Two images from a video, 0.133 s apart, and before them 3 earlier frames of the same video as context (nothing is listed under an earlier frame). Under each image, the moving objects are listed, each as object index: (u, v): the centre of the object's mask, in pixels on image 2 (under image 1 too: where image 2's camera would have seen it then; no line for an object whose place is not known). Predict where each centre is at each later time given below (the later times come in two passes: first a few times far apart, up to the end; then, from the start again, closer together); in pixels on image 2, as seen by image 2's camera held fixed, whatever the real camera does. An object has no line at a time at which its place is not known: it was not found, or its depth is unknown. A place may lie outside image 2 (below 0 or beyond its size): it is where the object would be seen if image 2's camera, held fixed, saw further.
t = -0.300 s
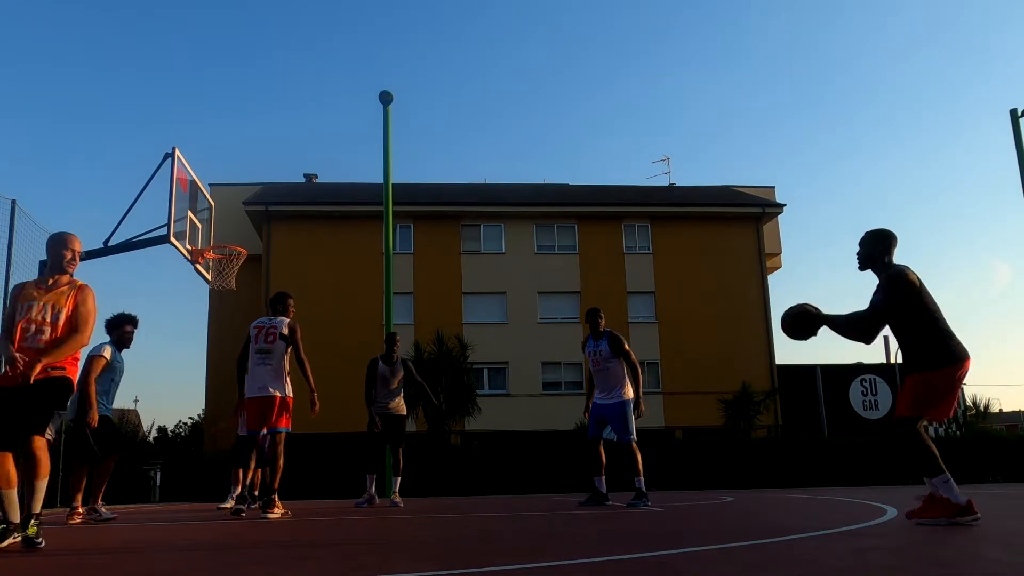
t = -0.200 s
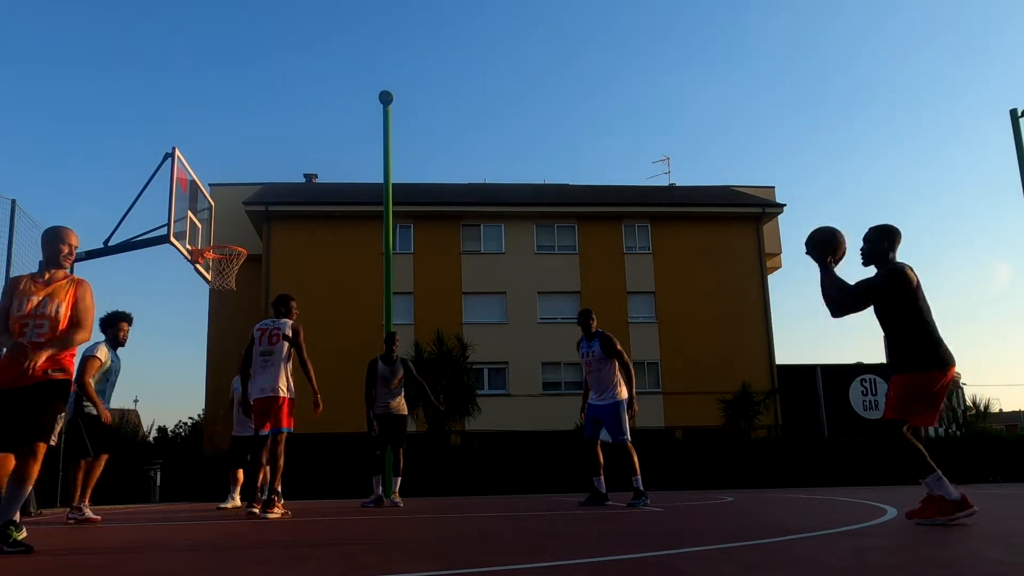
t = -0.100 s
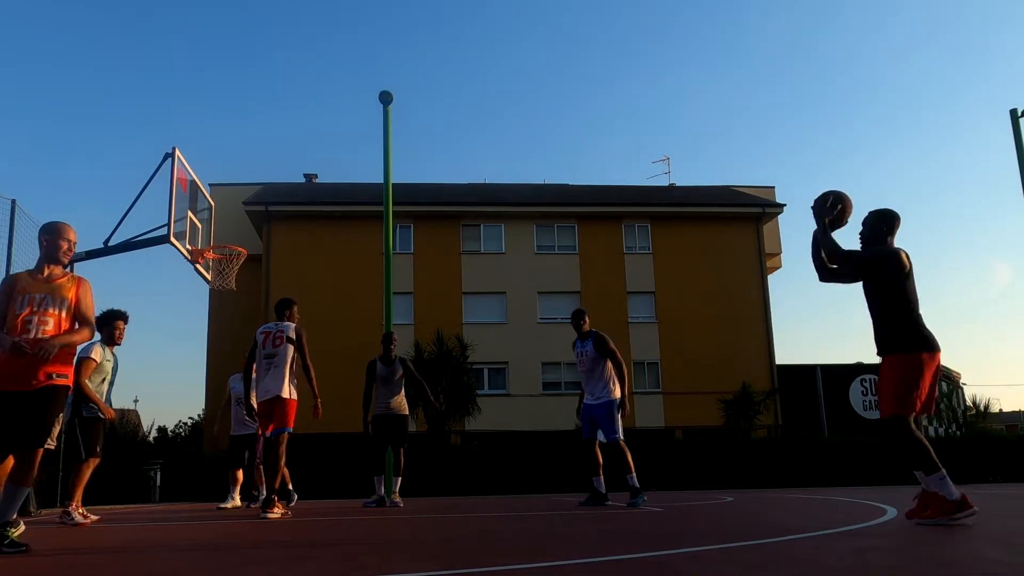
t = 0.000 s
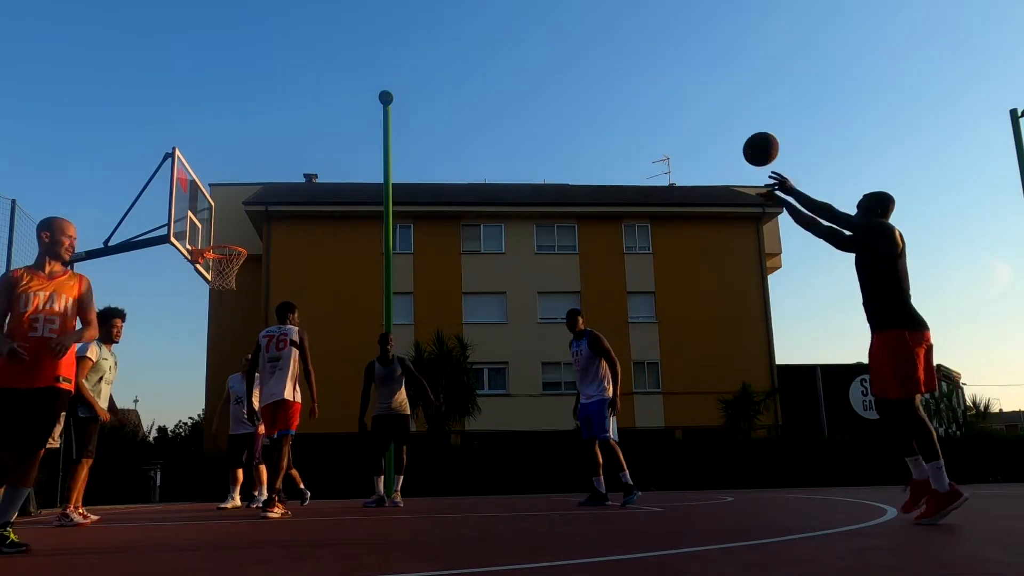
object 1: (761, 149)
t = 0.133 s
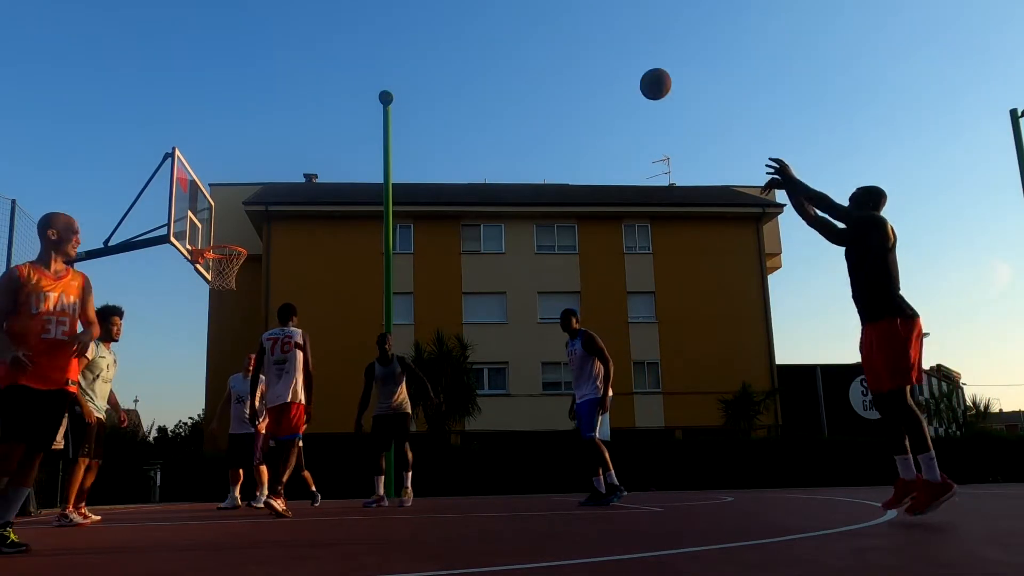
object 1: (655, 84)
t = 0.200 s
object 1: (611, 63)
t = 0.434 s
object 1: (483, 38)
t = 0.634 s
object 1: (397, 57)
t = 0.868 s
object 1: (314, 117)
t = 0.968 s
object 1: (282, 153)
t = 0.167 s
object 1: (633, 73)
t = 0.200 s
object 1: (611, 63)
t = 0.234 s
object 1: (590, 56)
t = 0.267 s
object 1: (571, 50)
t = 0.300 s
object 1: (552, 45)
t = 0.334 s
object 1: (533, 41)
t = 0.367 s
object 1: (516, 39)
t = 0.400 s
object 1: (499, 38)
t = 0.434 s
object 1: (483, 38)
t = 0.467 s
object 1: (467, 39)
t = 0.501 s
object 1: (452, 41)
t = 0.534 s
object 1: (438, 44)
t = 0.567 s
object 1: (424, 47)
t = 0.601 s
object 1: (410, 52)
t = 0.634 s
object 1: (397, 57)
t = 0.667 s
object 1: (384, 63)
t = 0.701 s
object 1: (372, 70)
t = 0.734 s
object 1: (360, 78)
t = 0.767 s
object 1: (348, 87)
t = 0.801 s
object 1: (336, 96)
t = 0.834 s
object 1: (325, 106)
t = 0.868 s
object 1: (314, 117)
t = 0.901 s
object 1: (303, 129)
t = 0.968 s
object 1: (282, 153)
